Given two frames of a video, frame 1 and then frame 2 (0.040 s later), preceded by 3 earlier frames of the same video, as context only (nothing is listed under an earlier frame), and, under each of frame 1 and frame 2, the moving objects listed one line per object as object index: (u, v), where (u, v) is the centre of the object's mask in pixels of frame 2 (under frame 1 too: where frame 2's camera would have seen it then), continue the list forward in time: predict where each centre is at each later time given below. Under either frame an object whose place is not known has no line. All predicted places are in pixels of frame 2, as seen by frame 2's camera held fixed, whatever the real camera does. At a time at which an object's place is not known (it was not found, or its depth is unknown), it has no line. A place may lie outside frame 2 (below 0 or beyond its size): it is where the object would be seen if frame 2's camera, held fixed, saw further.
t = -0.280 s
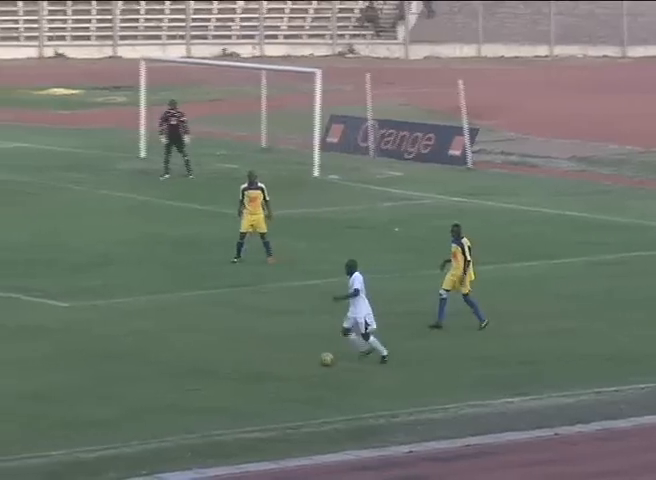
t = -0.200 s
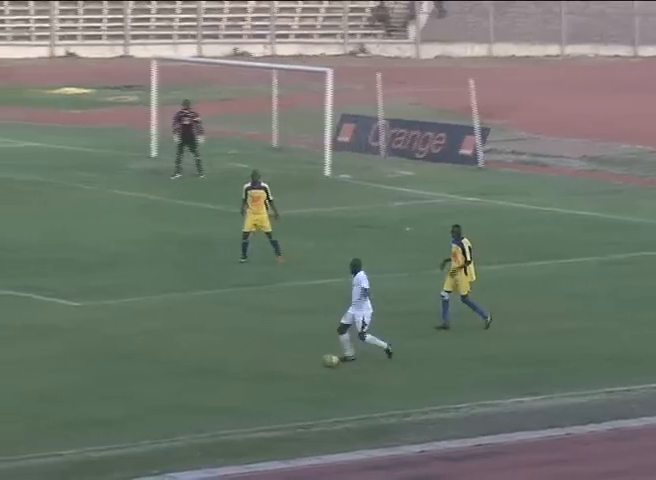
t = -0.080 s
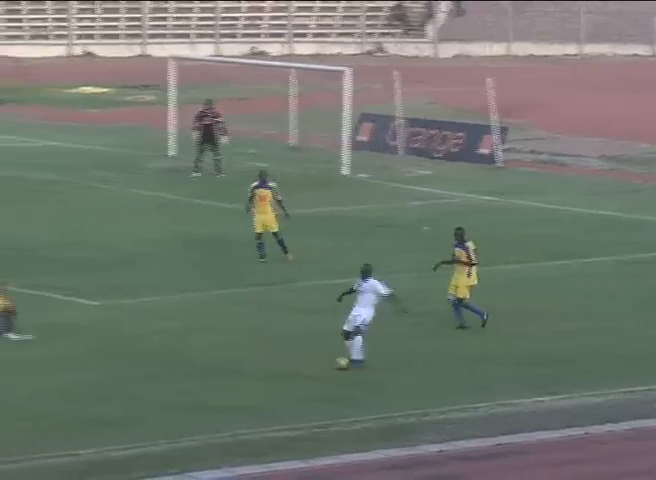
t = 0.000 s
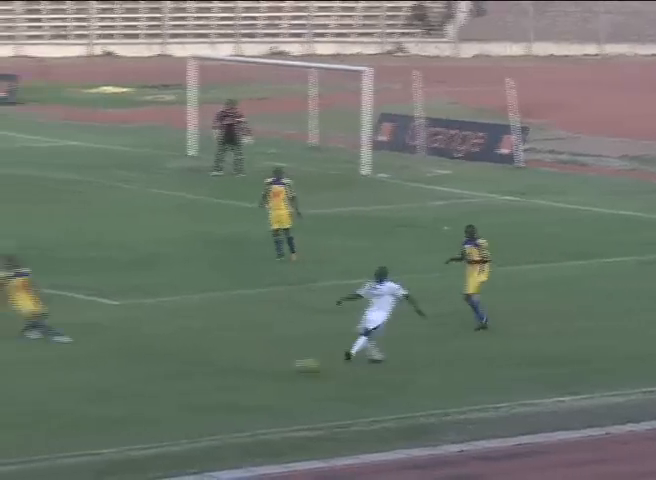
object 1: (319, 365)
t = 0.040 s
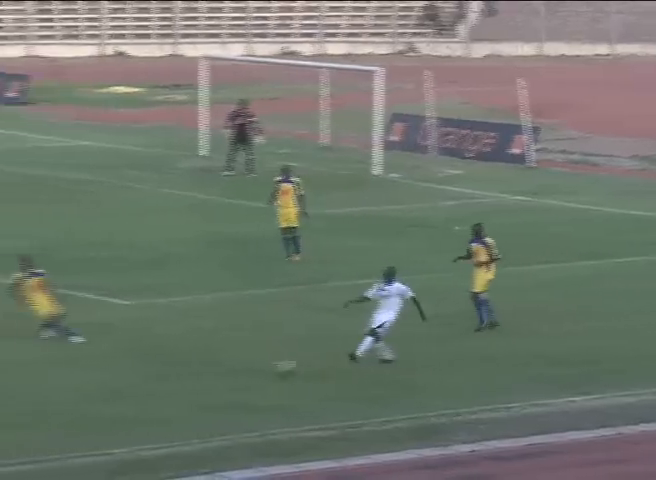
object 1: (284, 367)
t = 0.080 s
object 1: (250, 370)
